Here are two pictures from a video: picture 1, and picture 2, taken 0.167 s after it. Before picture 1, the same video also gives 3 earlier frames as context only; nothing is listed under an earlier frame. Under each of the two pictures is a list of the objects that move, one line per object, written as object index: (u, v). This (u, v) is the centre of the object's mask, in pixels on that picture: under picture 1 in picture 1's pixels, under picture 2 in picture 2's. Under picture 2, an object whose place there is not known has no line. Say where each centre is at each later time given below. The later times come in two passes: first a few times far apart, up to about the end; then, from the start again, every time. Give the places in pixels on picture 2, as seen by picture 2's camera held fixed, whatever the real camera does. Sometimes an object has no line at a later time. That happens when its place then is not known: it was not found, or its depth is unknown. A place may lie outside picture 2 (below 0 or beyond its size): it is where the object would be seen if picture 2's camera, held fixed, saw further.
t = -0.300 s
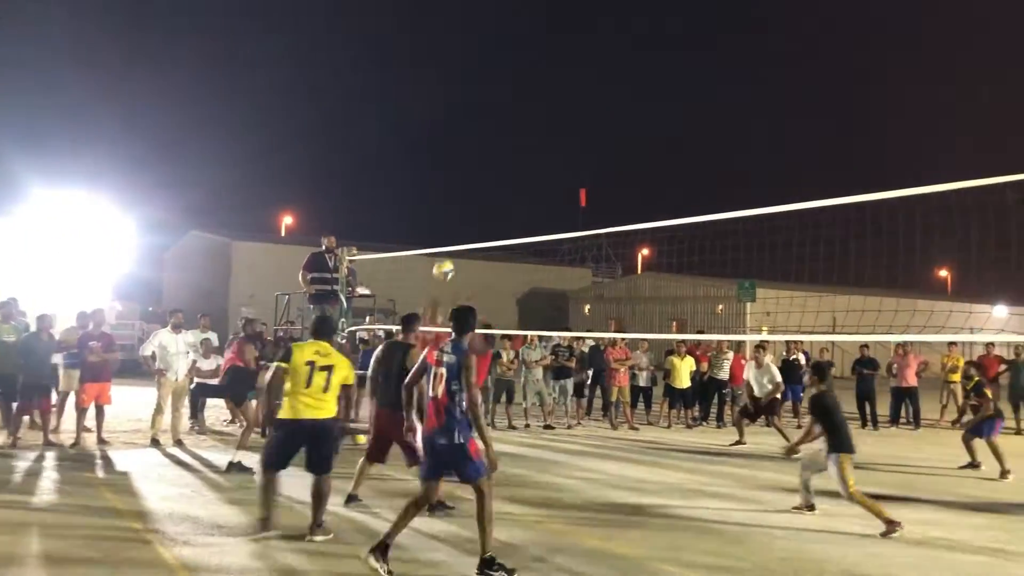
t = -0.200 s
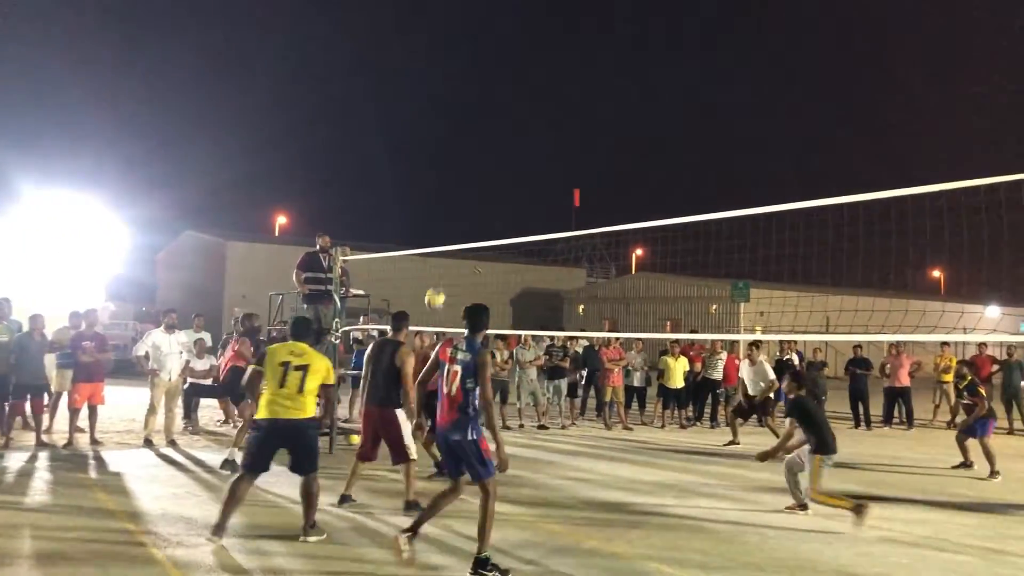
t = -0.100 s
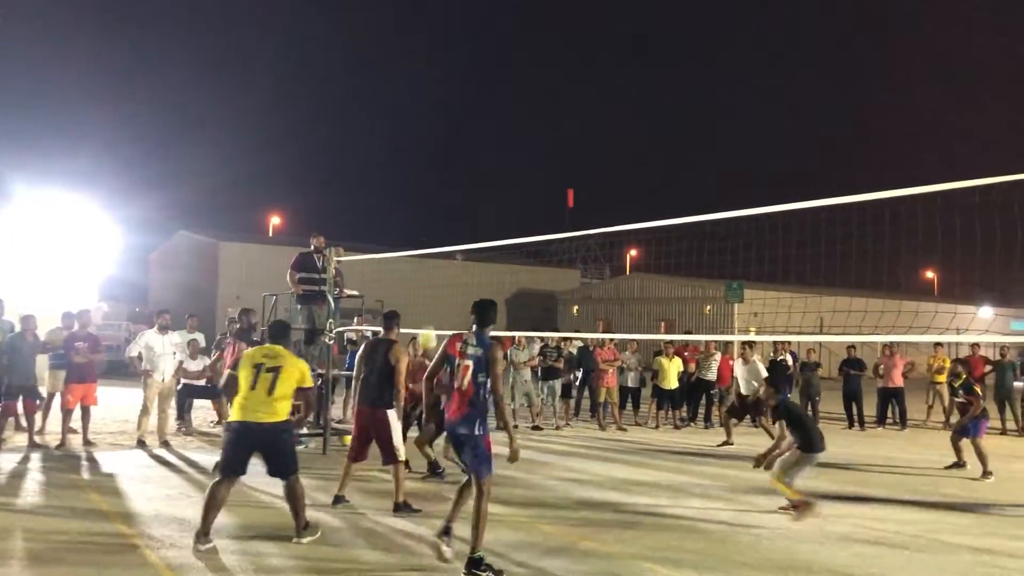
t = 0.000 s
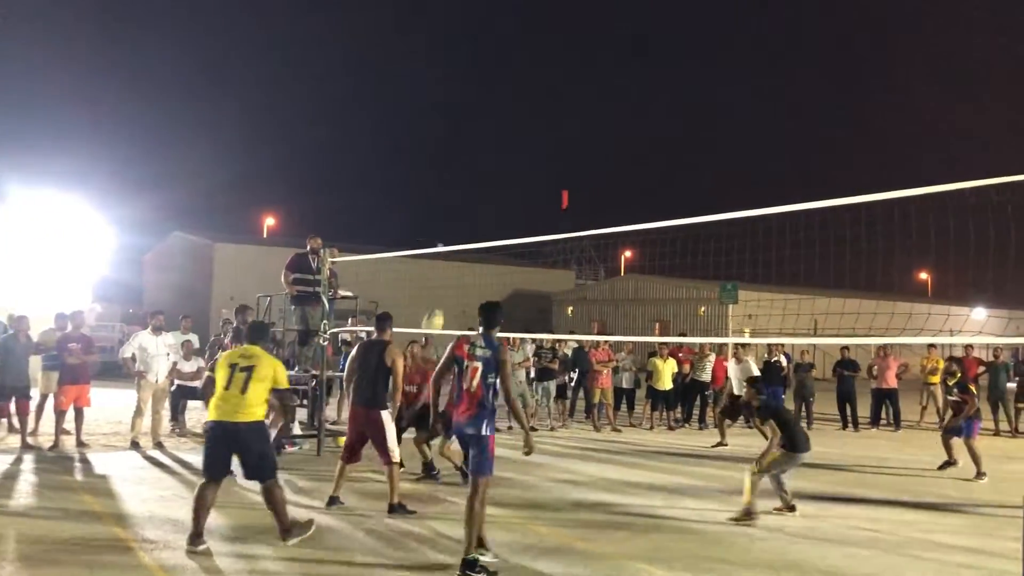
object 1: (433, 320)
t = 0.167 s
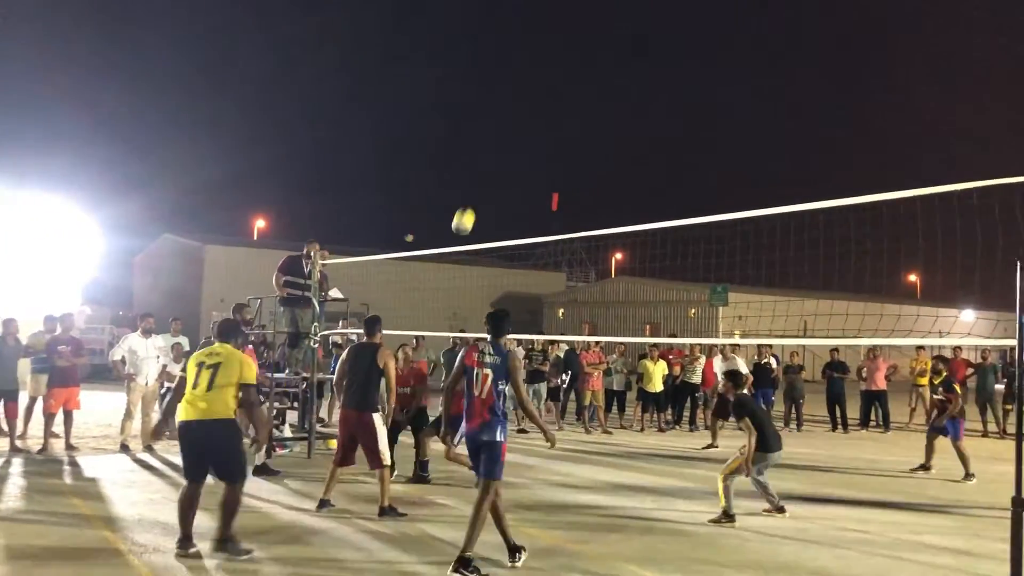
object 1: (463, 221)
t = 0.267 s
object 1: (485, 172)
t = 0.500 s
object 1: (537, 95)
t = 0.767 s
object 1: (593, 68)
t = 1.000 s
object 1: (639, 97)
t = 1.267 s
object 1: (689, 189)
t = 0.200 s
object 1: (471, 204)
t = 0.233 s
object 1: (478, 188)
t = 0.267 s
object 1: (485, 172)
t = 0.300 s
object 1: (493, 158)
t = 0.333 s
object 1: (501, 145)
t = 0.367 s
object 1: (508, 133)
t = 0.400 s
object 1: (516, 122)
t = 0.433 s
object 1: (523, 112)
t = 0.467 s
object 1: (530, 103)
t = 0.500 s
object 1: (537, 95)
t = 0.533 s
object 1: (544, 88)
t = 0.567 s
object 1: (551, 82)
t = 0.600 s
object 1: (559, 77)
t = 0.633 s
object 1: (566, 73)
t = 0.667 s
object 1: (573, 70)
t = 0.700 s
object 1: (580, 68)
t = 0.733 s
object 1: (586, 68)
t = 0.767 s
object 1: (593, 68)
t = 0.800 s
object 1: (600, 68)
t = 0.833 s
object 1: (606, 71)
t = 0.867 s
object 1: (613, 74)
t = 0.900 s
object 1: (620, 78)
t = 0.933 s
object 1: (627, 84)
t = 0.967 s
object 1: (633, 90)
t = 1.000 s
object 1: (639, 97)
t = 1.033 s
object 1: (645, 105)
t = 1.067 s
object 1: (652, 114)
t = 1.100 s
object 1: (658, 124)
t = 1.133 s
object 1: (665, 135)
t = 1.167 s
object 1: (671, 147)
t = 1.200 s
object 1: (677, 161)
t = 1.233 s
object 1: (683, 175)
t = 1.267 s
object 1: (689, 189)
